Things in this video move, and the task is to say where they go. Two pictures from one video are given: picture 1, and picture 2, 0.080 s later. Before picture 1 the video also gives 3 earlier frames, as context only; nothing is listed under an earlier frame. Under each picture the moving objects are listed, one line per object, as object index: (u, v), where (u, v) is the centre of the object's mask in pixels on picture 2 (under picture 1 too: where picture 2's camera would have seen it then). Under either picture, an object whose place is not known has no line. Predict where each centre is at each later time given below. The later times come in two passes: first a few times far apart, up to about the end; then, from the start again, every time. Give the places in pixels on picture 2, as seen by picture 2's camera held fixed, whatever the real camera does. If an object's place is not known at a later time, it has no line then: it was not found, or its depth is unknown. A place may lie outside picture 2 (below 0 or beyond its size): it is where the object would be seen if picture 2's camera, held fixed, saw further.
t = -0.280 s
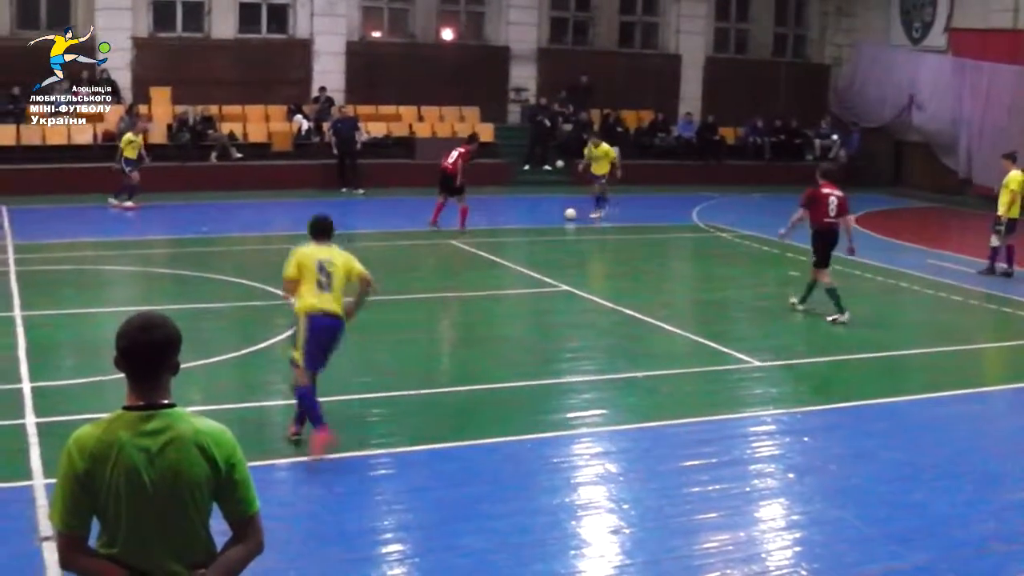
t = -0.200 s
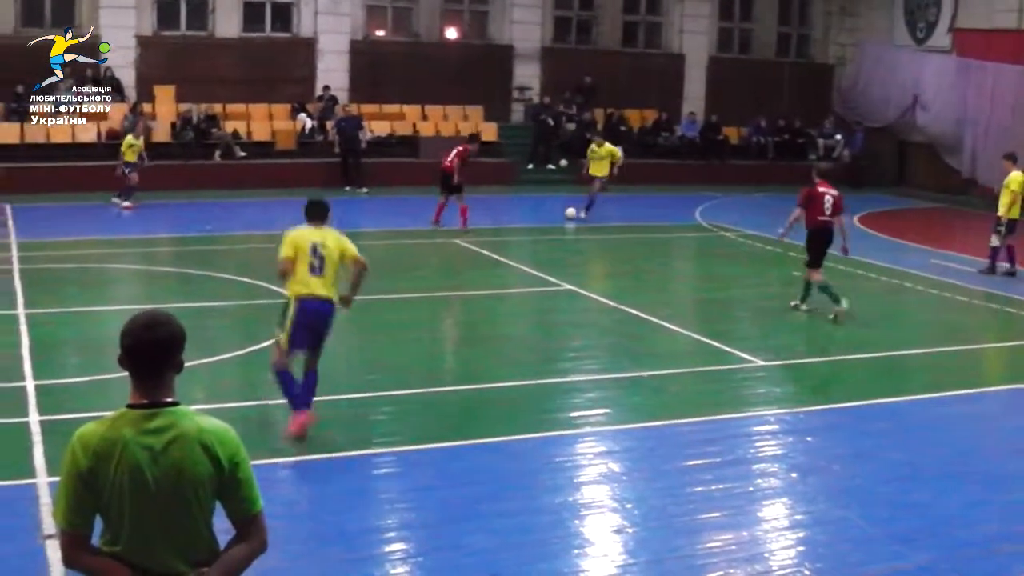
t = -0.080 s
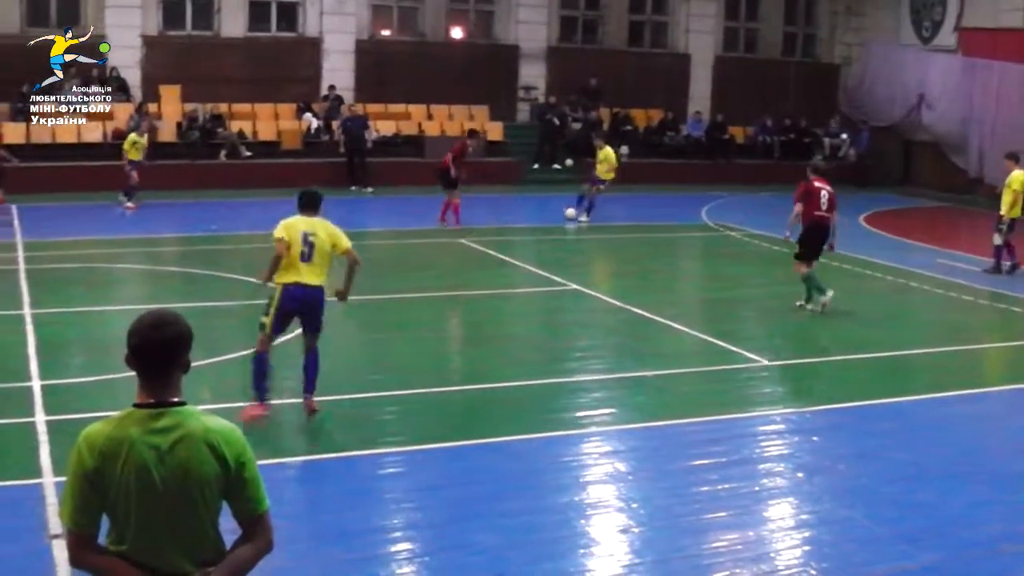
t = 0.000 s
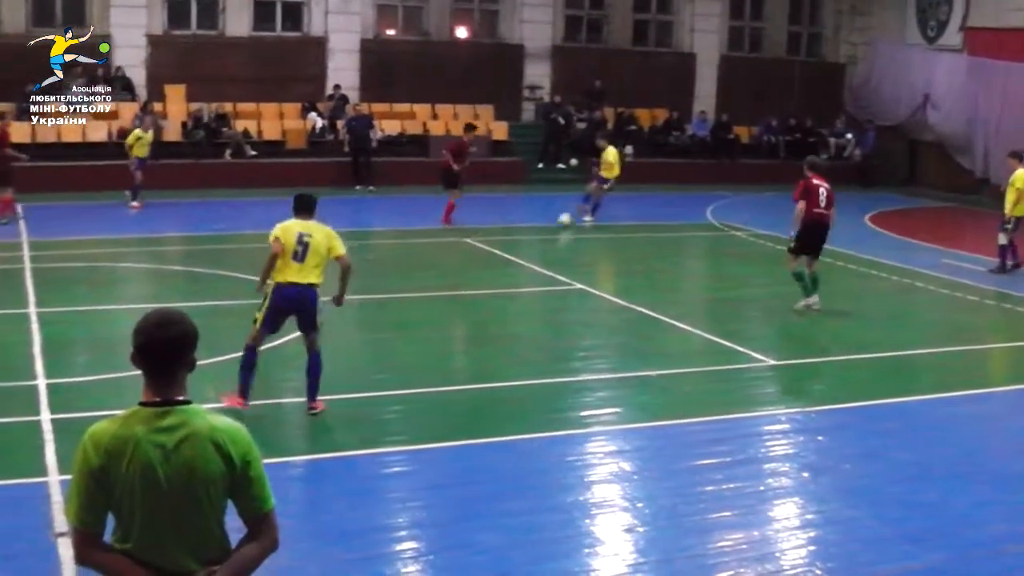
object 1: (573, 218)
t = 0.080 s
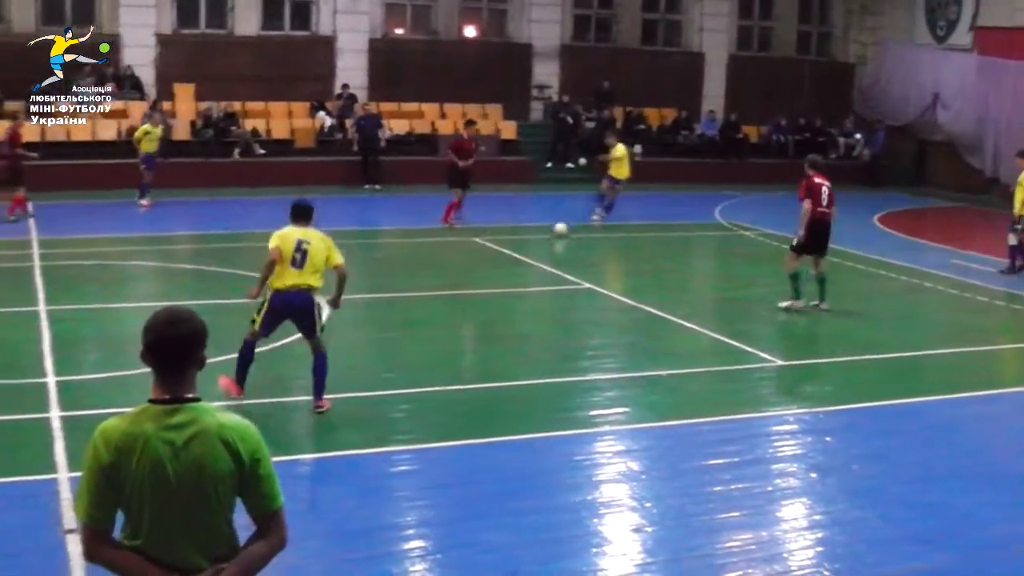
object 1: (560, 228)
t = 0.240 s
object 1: (535, 248)
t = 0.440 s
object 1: (503, 277)
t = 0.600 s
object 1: (478, 298)
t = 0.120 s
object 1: (554, 232)
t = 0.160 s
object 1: (548, 235)
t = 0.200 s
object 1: (542, 241)
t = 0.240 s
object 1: (535, 248)
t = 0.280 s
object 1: (529, 254)
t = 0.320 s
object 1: (522, 258)
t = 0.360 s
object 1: (517, 263)
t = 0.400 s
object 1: (510, 268)
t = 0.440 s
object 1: (503, 277)
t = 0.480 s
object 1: (496, 286)
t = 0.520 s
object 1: (490, 288)
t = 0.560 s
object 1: (483, 292)
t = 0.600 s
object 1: (478, 298)
